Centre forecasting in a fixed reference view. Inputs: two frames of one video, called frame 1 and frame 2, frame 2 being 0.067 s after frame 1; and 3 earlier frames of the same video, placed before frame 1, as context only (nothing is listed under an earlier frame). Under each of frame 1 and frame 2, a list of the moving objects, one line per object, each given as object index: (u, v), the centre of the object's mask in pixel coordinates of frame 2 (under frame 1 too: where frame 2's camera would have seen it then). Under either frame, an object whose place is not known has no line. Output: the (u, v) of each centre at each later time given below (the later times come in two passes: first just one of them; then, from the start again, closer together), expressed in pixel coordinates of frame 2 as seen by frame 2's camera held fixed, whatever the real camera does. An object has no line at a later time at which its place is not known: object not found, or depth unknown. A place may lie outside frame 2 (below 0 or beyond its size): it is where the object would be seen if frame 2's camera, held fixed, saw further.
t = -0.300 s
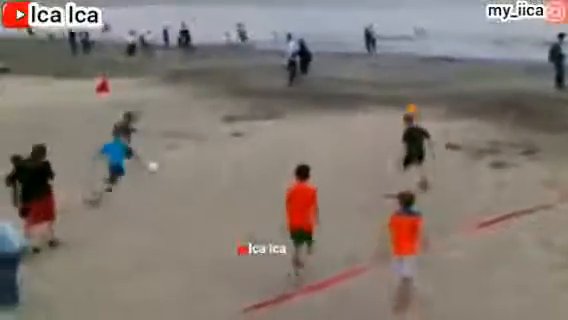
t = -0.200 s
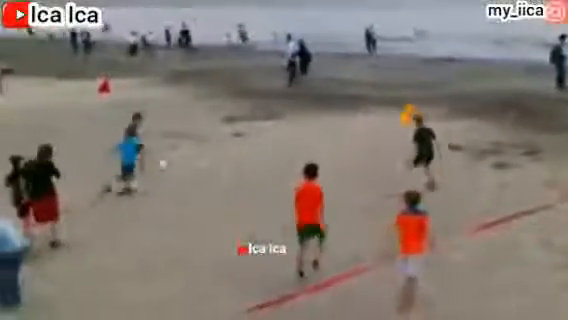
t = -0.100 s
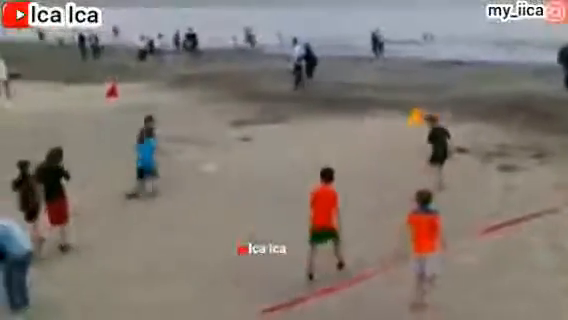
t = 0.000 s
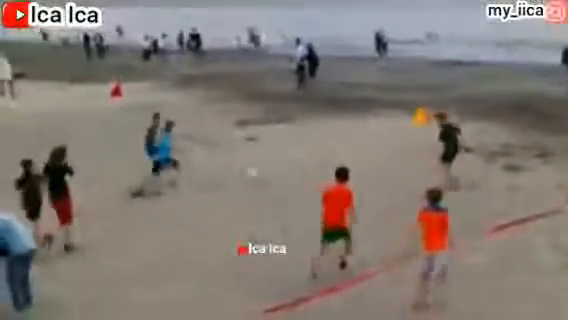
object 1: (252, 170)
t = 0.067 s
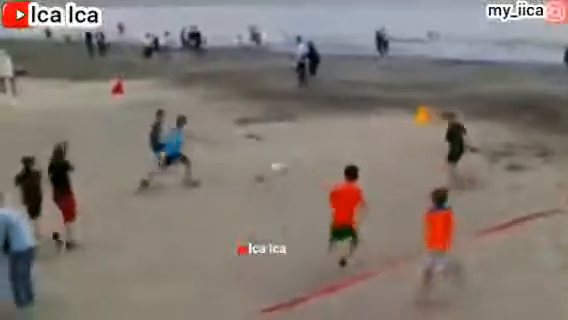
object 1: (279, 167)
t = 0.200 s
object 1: (310, 167)
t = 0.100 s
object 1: (287, 167)
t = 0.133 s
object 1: (297, 167)
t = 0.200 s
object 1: (310, 167)
